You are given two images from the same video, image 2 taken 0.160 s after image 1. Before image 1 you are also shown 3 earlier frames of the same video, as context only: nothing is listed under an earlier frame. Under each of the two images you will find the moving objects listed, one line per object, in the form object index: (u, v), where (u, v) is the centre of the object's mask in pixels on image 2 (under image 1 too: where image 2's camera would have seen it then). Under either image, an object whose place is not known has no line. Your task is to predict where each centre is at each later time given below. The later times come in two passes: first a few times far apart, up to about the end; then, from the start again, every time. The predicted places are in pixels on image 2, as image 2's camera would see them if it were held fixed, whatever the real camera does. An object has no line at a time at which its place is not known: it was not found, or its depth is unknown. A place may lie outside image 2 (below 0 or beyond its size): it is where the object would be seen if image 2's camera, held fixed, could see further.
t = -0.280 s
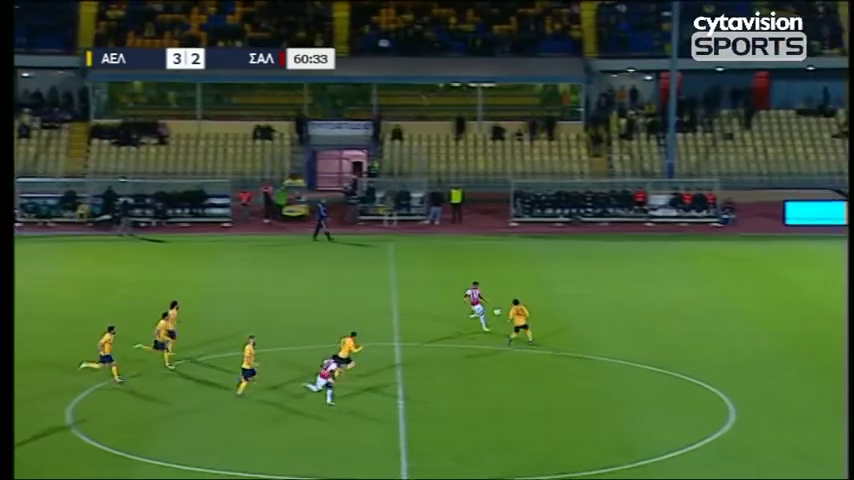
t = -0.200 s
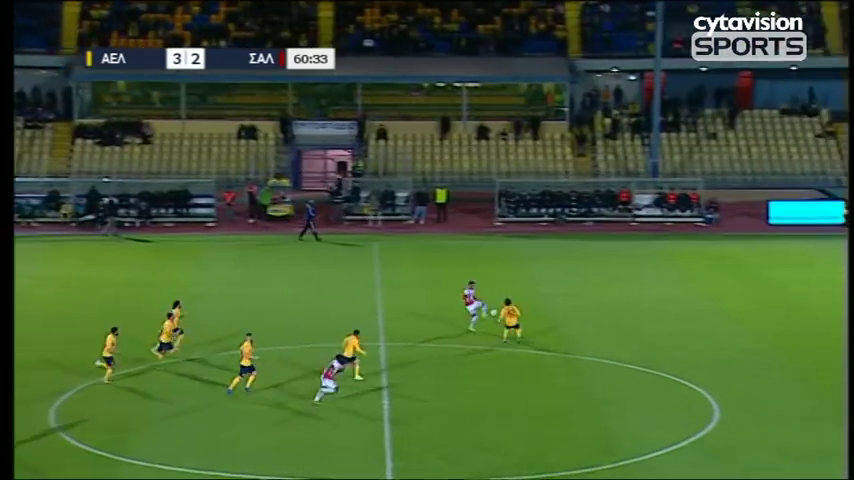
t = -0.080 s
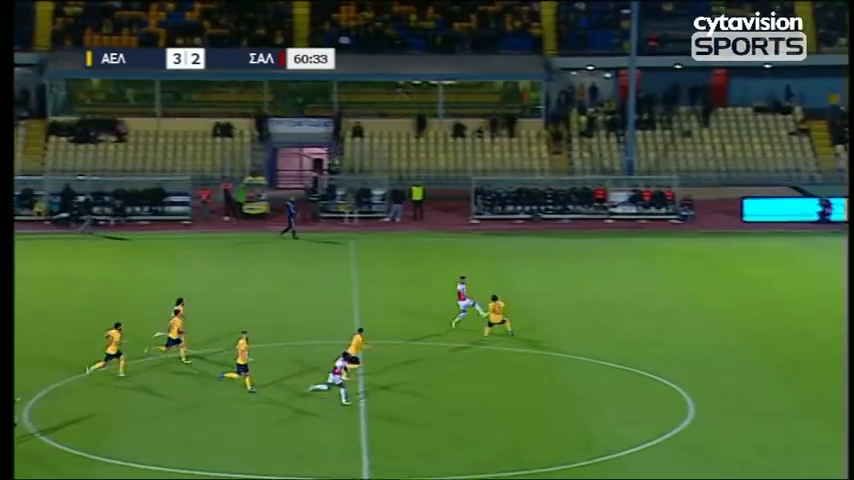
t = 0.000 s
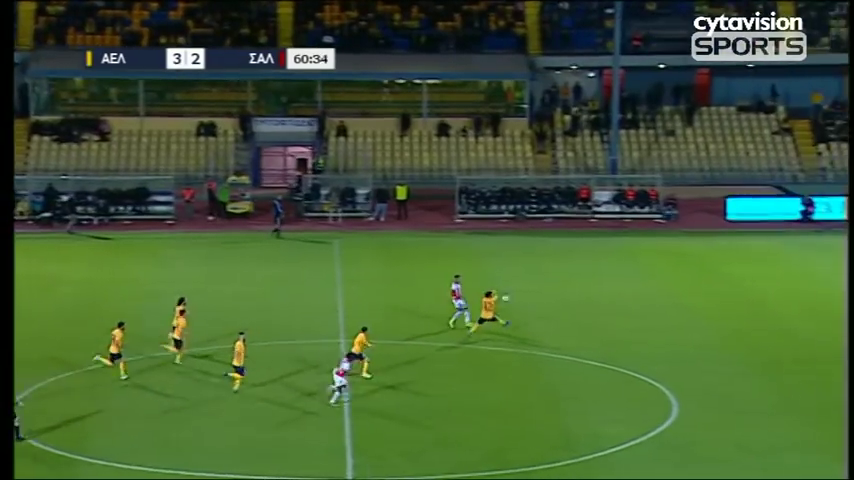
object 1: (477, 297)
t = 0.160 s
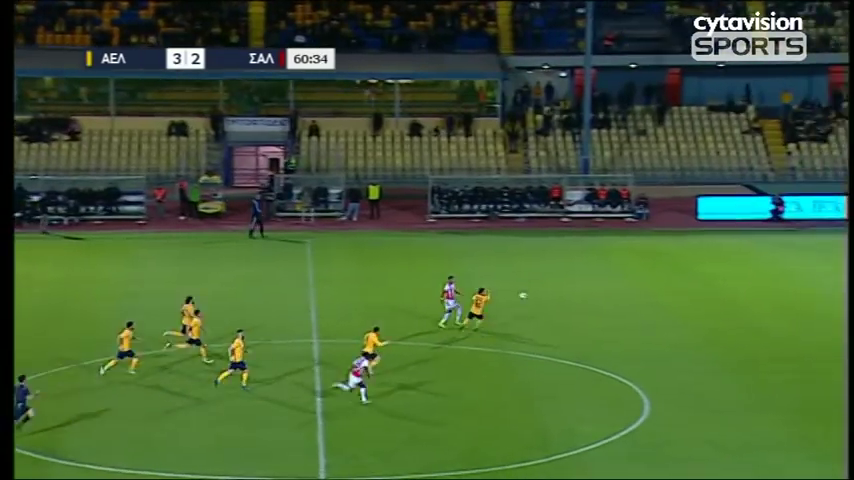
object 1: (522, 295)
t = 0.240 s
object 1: (545, 298)
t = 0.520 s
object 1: (623, 325)
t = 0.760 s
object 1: (691, 372)
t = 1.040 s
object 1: (757, 361)
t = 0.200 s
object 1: (533, 296)
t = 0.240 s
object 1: (545, 298)
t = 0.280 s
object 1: (556, 299)
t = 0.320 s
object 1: (567, 302)
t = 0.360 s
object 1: (579, 305)
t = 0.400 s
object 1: (590, 309)
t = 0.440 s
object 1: (601, 314)
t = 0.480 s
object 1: (612, 319)
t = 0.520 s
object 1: (623, 325)
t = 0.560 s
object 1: (635, 330)
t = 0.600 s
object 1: (647, 338)
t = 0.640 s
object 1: (657, 345)
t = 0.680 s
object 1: (669, 354)
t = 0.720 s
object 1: (680, 363)
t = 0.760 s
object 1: (691, 372)
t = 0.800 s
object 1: (701, 372)
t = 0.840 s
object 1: (710, 369)
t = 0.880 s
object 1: (719, 366)
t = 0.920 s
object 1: (729, 364)
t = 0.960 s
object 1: (738, 362)
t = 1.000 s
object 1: (747, 361)
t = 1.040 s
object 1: (757, 361)
